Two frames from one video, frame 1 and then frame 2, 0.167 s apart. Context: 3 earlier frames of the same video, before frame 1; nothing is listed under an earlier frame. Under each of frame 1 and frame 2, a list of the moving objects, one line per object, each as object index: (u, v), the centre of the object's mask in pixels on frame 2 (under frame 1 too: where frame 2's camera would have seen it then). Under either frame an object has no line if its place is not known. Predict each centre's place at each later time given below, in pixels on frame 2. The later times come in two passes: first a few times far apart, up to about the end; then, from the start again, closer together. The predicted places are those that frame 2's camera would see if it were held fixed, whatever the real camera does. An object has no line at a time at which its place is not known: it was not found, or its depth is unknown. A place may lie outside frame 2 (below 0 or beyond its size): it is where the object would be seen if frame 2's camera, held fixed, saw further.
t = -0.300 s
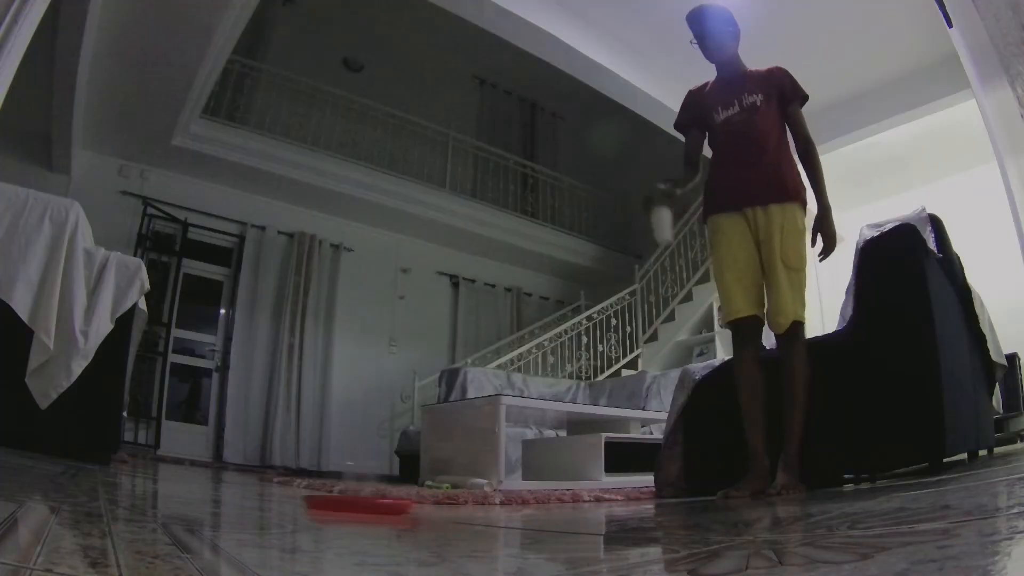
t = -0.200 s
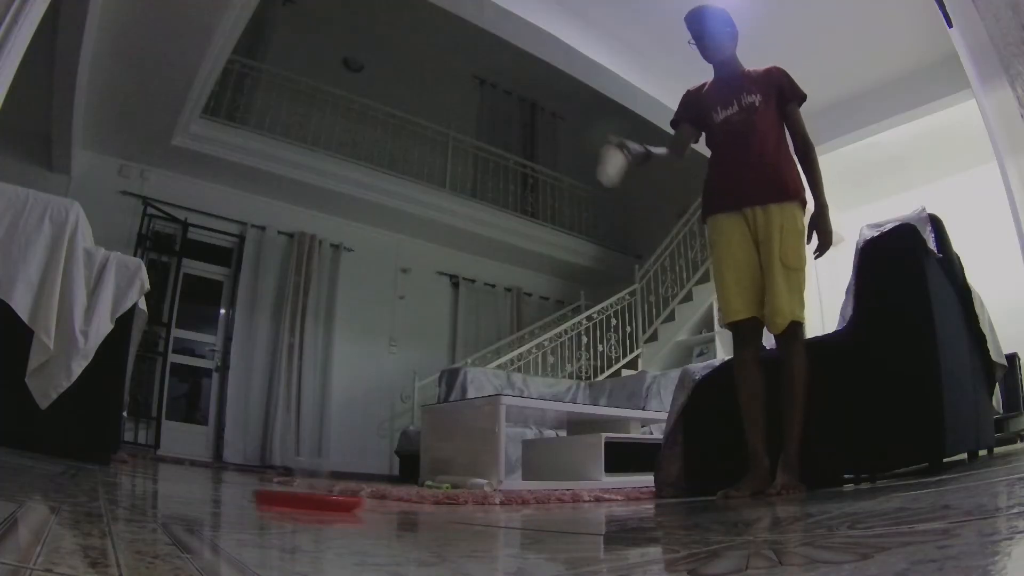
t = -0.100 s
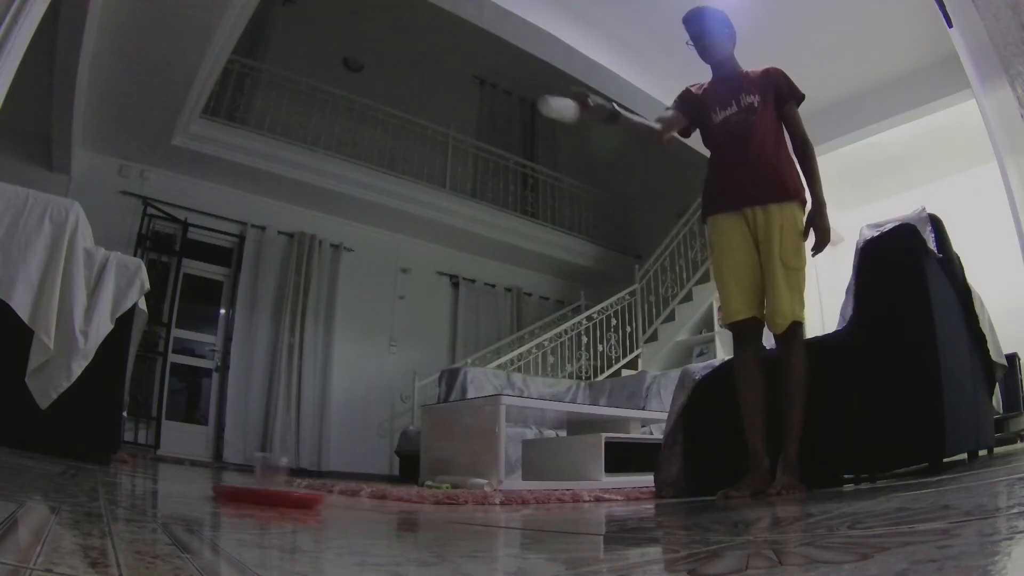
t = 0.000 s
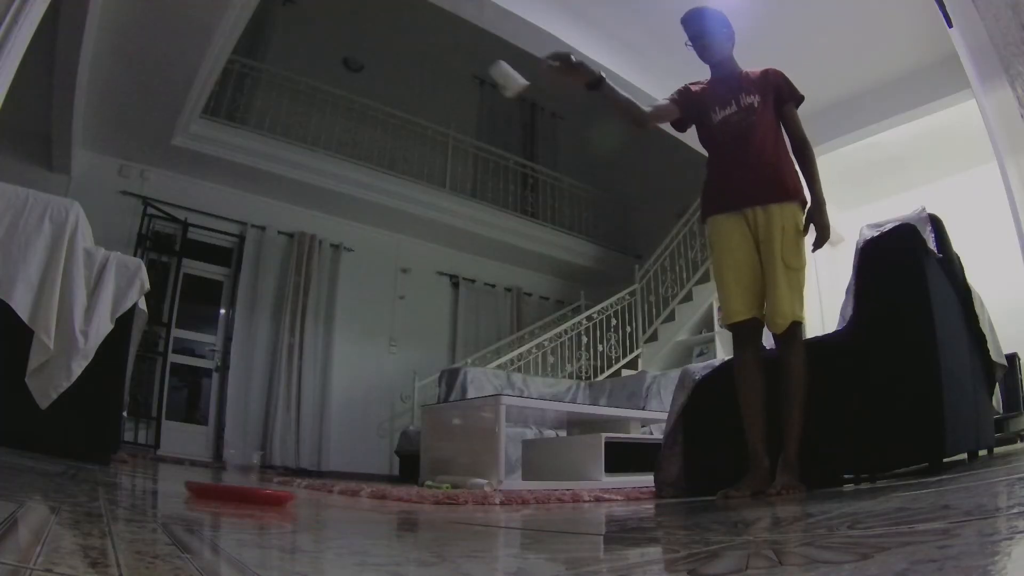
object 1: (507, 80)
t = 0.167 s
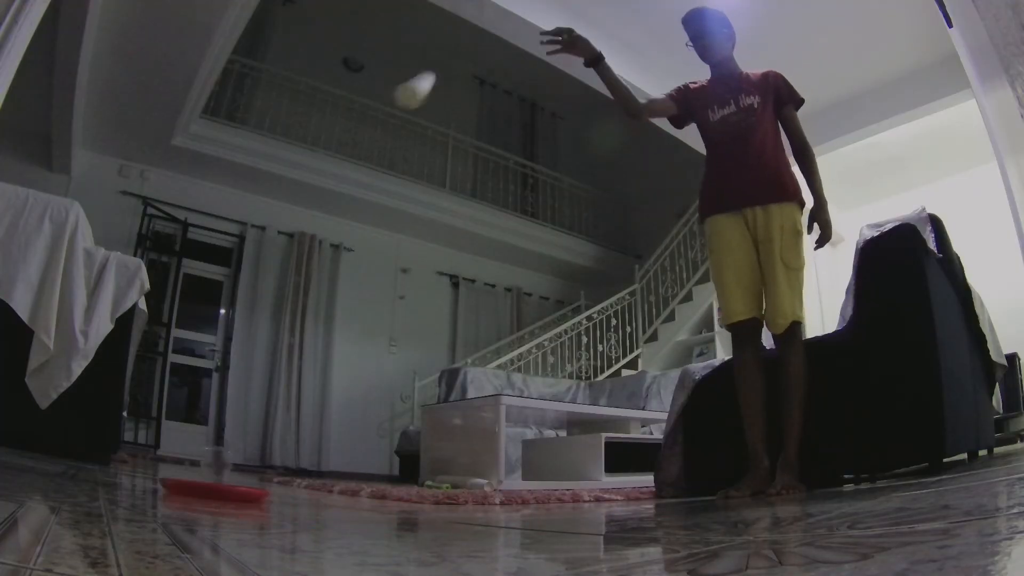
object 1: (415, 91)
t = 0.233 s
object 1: (374, 116)
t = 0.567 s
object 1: (243, 429)
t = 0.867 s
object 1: (353, 482)
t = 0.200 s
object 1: (395, 101)
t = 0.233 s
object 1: (374, 116)
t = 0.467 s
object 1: (220, 384)
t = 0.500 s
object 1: (206, 432)
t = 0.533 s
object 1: (222, 426)
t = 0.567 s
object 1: (243, 429)
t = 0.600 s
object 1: (260, 437)
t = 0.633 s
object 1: (278, 449)
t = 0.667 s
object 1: (295, 465)
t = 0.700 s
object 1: (312, 482)
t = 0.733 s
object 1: (321, 475)
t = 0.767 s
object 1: (328, 471)
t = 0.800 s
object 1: (338, 472)
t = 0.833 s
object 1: (346, 477)
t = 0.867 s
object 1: (353, 482)
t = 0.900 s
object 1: (356, 482)
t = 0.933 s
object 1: (358, 483)
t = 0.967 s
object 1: (359, 485)
